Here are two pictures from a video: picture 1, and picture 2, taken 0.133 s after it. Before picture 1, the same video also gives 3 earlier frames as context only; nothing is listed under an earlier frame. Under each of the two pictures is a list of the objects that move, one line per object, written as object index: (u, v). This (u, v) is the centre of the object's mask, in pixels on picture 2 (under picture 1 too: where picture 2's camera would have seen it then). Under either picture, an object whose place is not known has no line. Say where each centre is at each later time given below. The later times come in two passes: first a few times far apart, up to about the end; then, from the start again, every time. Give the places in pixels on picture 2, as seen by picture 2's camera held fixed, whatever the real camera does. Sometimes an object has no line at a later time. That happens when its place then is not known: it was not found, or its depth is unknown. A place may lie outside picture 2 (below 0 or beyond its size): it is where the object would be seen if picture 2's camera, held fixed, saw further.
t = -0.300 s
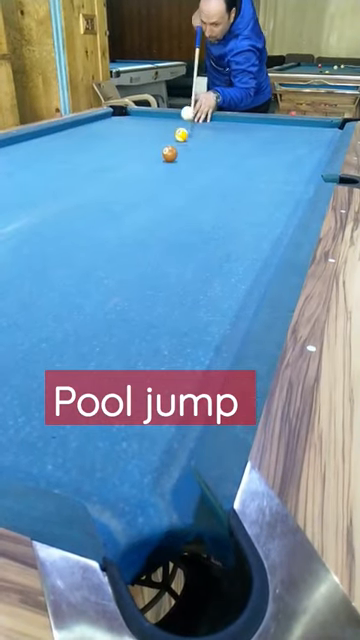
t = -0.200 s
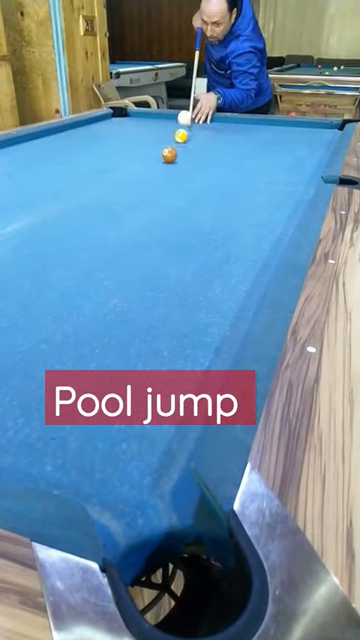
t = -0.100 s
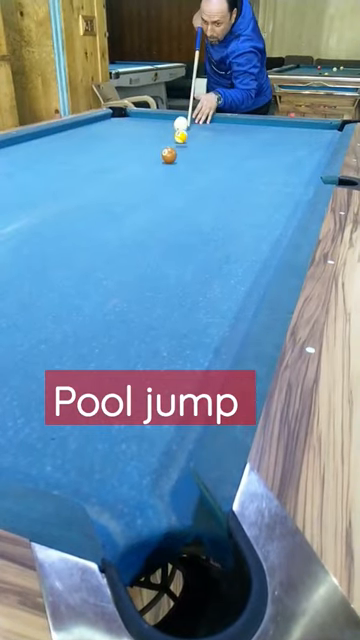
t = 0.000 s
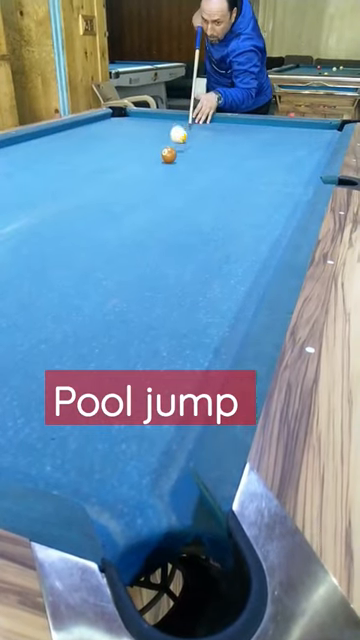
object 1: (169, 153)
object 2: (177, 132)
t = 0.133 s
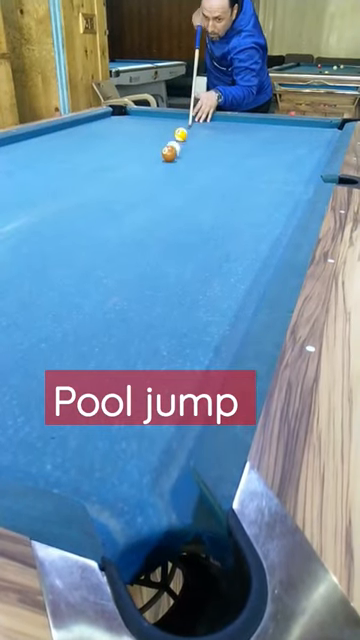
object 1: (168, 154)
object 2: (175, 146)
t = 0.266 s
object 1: (162, 160)
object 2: (173, 144)
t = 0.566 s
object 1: (146, 177)
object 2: (176, 150)
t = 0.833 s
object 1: (130, 195)
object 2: (178, 150)
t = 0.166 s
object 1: (167, 155)
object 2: (173, 145)
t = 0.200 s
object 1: (166, 157)
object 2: (173, 145)
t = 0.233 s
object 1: (164, 159)
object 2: (173, 145)
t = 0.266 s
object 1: (162, 160)
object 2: (173, 144)
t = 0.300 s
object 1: (161, 162)
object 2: (173, 144)
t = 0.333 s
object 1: (159, 164)
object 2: (174, 144)
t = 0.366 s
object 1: (157, 166)
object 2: (174, 144)
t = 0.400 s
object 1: (156, 167)
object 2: (174, 144)
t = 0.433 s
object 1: (154, 170)
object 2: (175, 145)
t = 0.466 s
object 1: (152, 172)
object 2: (175, 146)
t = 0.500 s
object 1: (150, 173)
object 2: (176, 148)
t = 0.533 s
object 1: (148, 176)
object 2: (176, 150)
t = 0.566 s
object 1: (146, 177)
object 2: (176, 150)
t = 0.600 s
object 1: (144, 180)
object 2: (177, 150)
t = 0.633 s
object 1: (142, 182)
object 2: (177, 150)
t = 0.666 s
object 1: (140, 184)
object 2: (177, 149)
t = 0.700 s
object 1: (138, 186)
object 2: (177, 149)
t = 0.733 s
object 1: (137, 188)
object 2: (178, 149)
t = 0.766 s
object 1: (134, 191)
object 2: (178, 150)
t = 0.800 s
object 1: (132, 193)
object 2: (178, 150)
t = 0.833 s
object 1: (130, 195)
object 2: (178, 150)
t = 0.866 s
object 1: (127, 198)
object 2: (178, 150)
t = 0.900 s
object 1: (125, 200)
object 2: (179, 150)
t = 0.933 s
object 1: (123, 203)
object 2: (179, 150)
